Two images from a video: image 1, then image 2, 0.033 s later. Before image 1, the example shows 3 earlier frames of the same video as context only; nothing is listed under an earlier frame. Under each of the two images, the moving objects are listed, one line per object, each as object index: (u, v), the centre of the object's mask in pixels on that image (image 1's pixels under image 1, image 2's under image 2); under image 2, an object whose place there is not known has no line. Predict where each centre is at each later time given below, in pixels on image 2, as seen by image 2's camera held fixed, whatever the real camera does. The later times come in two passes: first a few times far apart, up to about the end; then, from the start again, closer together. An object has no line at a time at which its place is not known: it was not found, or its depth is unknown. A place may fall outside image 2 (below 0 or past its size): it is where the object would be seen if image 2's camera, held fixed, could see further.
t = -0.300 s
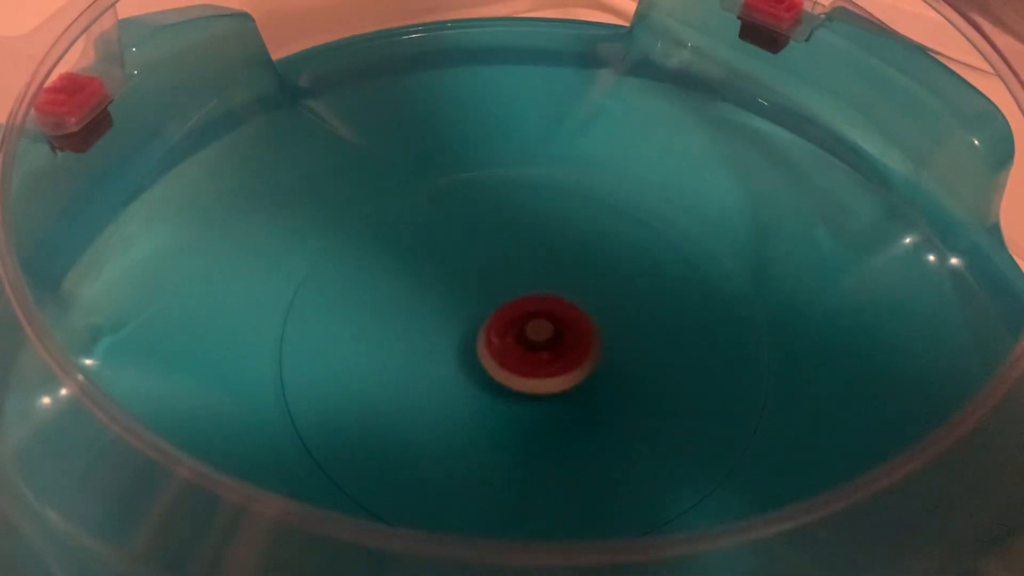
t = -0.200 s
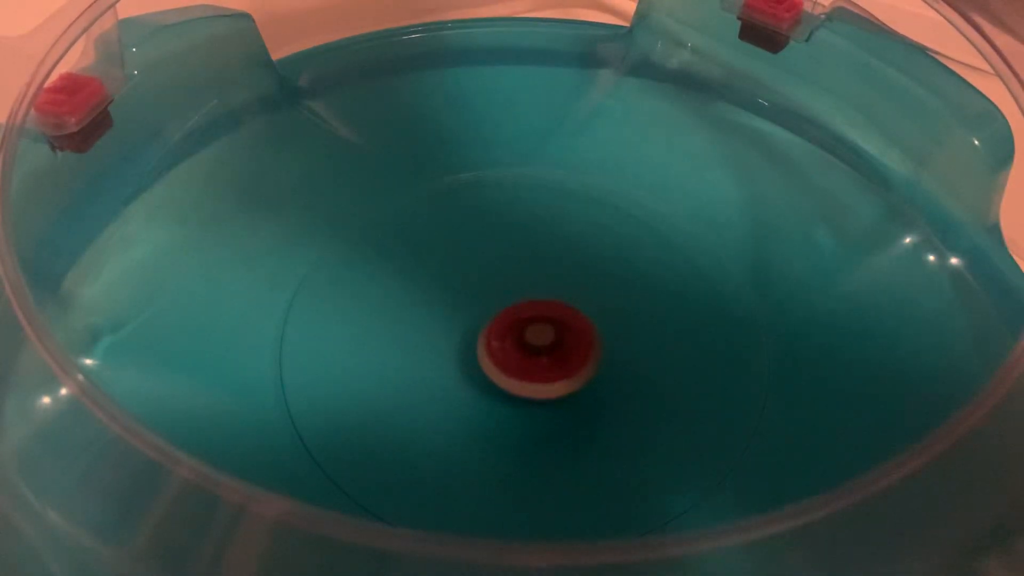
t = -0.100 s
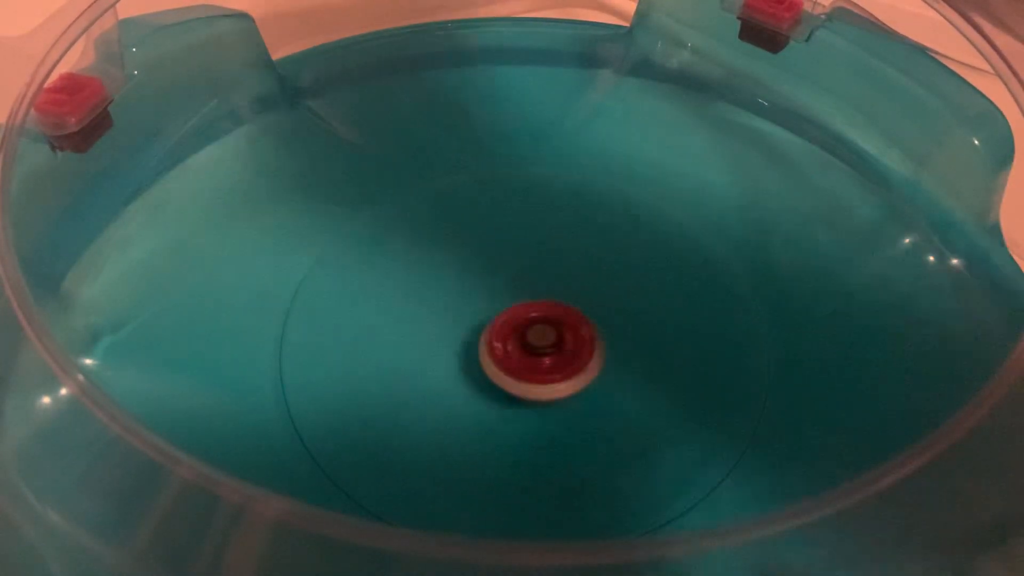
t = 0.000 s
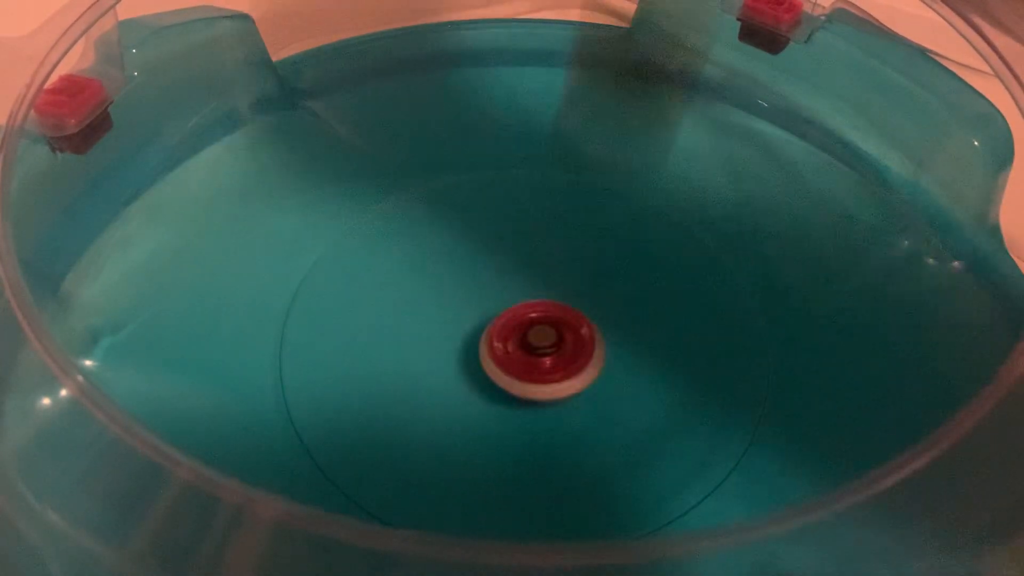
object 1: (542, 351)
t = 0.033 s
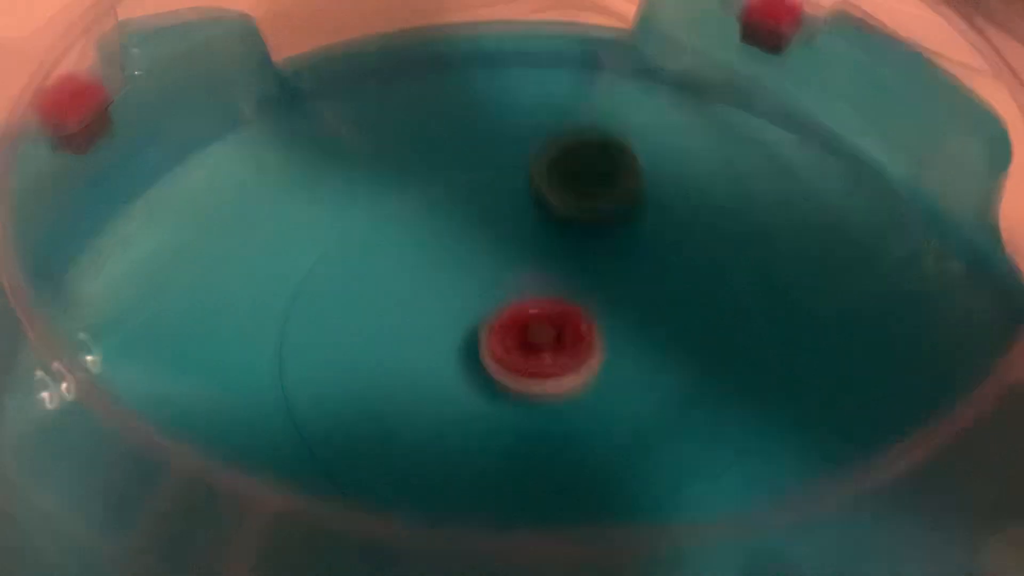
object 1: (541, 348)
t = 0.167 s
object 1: (548, 338)
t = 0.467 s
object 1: (527, 322)
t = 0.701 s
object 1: (515, 315)
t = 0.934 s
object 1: (516, 333)
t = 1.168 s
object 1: (524, 325)
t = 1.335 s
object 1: (576, 371)
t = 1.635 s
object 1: (643, 313)
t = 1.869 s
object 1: (528, 243)
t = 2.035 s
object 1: (405, 218)
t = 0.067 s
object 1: (544, 340)
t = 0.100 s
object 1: (546, 346)
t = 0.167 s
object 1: (548, 338)
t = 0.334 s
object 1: (538, 329)
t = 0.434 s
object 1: (528, 322)
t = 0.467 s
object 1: (527, 322)
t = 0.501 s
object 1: (521, 319)
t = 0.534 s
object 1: (518, 319)
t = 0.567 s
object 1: (518, 315)
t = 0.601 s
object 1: (515, 315)
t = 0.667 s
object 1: (515, 315)
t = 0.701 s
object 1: (515, 315)
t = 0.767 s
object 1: (518, 320)
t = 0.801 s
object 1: (518, 320)
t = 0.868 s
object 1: (521, 328)
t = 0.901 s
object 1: (519, 330)
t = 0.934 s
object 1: (516, 333)
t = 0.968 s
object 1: (513, 333)
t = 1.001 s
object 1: (511, 331)
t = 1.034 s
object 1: (509, 330)
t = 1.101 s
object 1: (514, 324)
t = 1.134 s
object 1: (519, 320)
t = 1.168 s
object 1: (524, 325)
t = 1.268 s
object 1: (555, 368)
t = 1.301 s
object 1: (565, 371)
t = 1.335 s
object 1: (576, 371)
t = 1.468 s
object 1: (635, 358)
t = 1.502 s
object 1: (638, 347)
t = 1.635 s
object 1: (643, 313)
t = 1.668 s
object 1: (640, 302)
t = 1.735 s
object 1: (612, 277)
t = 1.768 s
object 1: (596, 270)
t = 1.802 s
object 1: (569, 256)
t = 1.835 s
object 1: (546, 246)
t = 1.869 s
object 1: (528, 243)
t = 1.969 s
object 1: (495, 255)
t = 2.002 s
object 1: (467, 248)
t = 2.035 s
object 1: (405, 218)
